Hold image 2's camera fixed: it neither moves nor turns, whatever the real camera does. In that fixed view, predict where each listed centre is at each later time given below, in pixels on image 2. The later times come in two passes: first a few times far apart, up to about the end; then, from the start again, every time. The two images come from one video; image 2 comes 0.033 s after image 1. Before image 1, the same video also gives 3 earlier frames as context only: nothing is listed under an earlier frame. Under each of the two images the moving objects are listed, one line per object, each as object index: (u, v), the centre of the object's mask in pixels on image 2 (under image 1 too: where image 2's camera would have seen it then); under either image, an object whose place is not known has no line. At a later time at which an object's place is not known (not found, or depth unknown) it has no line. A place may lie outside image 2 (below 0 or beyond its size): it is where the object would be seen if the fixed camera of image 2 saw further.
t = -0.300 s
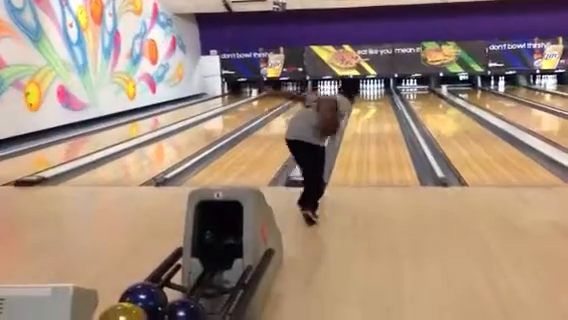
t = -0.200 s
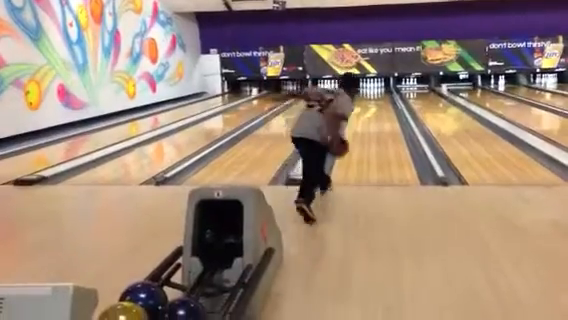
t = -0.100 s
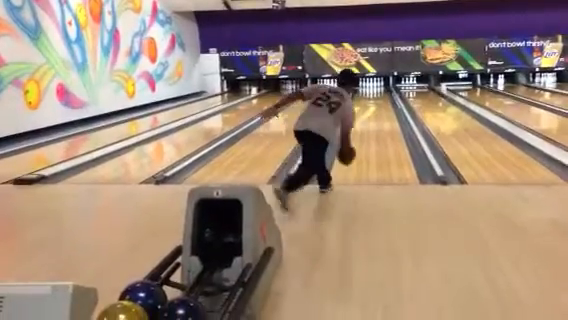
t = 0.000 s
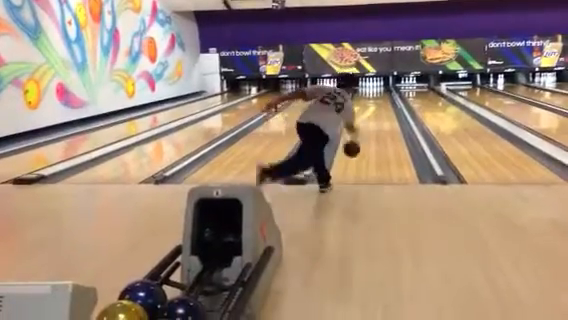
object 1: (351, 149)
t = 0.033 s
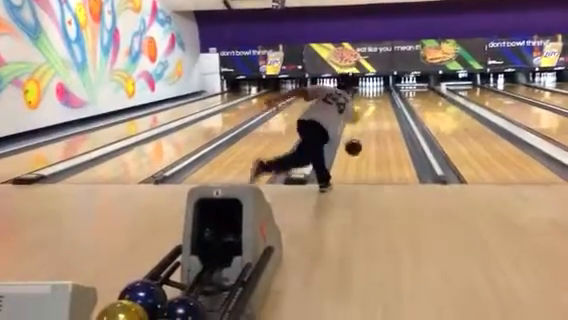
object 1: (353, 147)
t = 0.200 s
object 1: (360, 147)
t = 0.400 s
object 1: (366, 133)
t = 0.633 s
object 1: (371, 121)
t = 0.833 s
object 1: (374, 114)
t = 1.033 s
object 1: (377, 107)
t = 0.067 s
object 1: (355, 147)
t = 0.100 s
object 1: (356, 147)
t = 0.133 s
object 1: (357, 149)
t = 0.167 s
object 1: (359, 150)
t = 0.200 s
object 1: (360, 147)
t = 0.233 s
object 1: (361, 144)
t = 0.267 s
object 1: (362, 142)
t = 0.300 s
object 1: (363, 140)
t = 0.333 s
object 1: (364, 138)
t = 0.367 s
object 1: (365, 135)
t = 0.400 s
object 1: (366, 133)
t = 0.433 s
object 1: (367, 131)
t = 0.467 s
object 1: (368, 129)
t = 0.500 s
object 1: (368, 127)
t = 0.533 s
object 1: (369, 126)
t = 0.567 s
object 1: (370, 124)
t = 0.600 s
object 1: (370, 123)
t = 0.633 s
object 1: (371, 121)
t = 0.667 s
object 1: (371, 120)
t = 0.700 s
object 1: (372, 118)
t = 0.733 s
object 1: (372, 117)
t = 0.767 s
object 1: (373, 116)
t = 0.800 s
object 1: (374, 115)
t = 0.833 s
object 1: (374, 114)
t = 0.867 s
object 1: (375, 112)
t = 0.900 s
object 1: (375, 111)
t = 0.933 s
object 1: (376, 110)
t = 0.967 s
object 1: (376, 109)
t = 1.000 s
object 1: (377, 108)
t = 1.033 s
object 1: (377, 107)
